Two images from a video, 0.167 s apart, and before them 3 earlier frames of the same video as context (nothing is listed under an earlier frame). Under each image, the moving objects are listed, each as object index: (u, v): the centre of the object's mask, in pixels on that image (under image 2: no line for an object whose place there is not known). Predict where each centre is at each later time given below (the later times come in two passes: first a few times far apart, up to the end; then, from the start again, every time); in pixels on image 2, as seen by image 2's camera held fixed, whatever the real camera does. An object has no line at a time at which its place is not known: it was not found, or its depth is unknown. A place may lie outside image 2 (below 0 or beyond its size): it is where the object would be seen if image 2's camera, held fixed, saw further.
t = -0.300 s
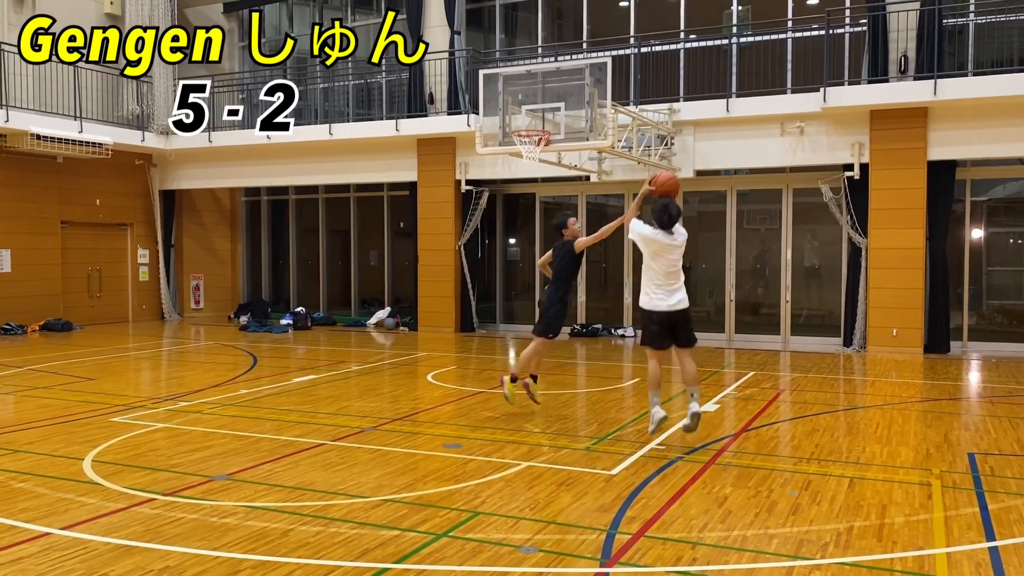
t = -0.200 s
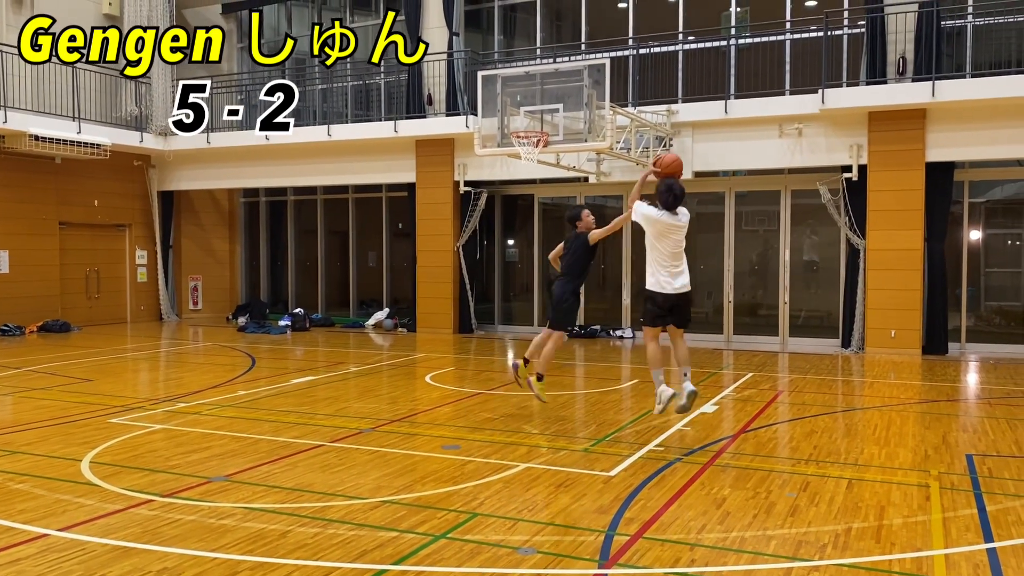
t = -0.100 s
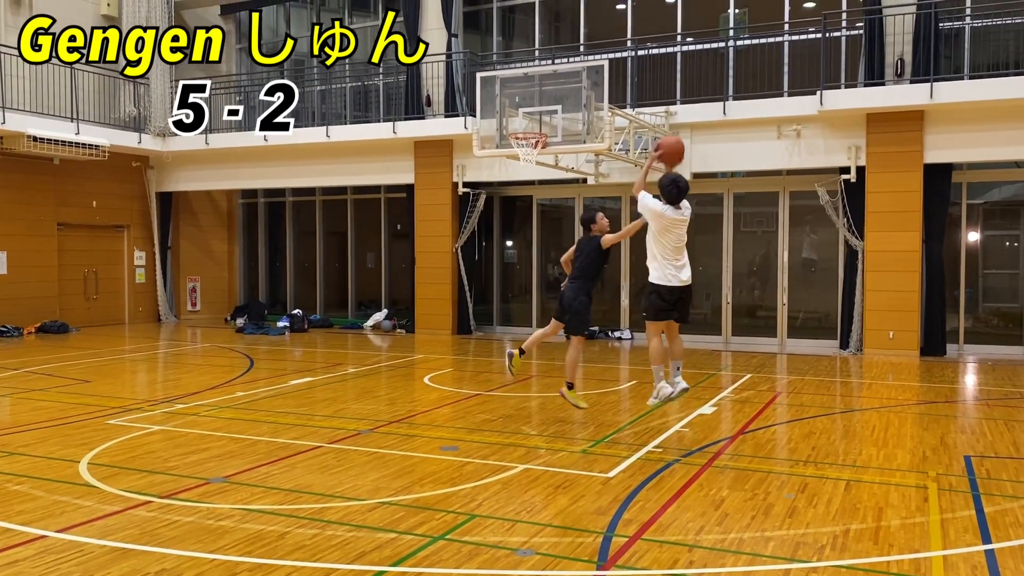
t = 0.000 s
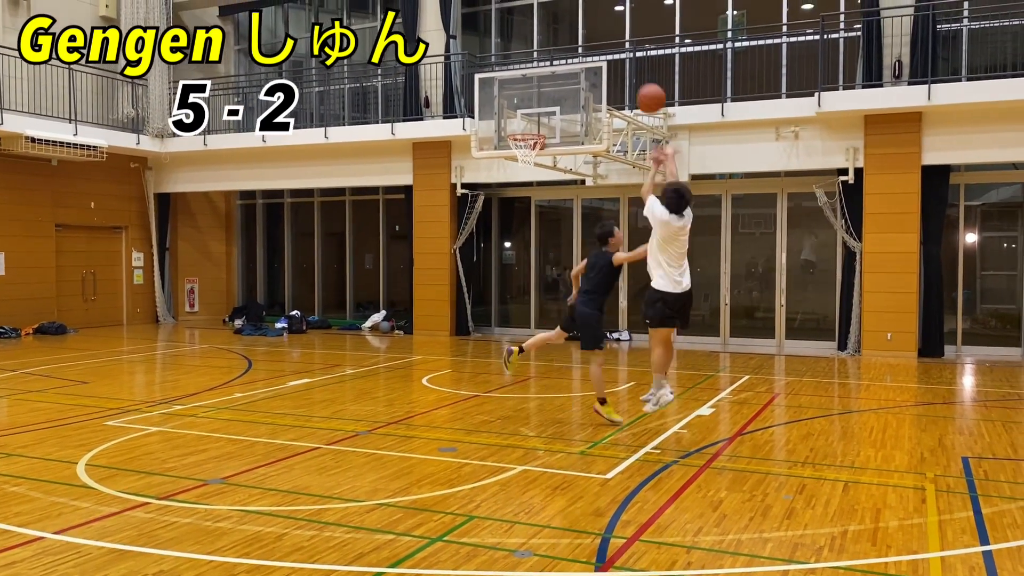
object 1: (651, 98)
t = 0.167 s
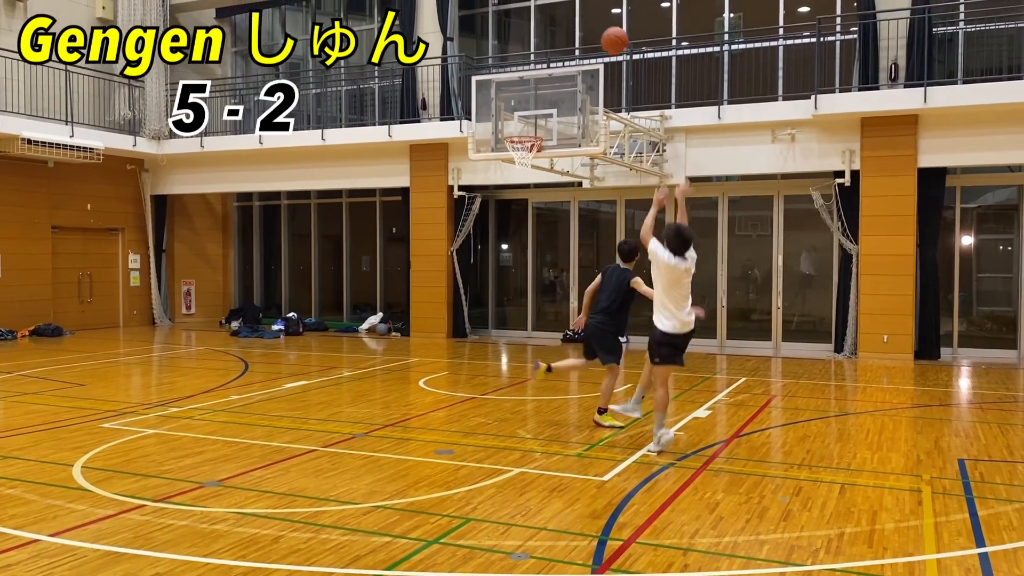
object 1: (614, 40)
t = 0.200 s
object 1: (608, 33)
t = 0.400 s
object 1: (577, 17)
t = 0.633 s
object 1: (548, 47)
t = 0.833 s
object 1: (526, 103)
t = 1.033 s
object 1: (519, 161)
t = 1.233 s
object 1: (528, 200)
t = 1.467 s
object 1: (539, 283)
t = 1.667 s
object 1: (549, 364)
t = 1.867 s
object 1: (568, 294)
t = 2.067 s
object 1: (588, 254)
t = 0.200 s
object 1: (608, 33)
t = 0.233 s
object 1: (603, 27)
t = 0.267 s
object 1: (598, 23)
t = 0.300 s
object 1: (593, 20)
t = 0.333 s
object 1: (587, 18)
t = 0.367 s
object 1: (582, 17)
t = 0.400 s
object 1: (577, 17)
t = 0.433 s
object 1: (573, 19)
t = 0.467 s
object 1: (569, 21)
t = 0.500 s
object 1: (564, 25)
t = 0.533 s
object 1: (560, 29)
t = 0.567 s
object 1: (556, 34)
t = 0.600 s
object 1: (552, 40)
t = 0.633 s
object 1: (548, 47)
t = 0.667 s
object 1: (544, 55)
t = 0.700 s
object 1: (541, 63)
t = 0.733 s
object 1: (537, 73)
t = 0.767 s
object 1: (533, 83)
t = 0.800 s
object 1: (530, 93)
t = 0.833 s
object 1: (526, 103)
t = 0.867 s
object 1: (523, 115)
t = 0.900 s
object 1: (520, 128)
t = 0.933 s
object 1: (517, 141)
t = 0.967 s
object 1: (516, 150)
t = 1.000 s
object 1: (518, 161)
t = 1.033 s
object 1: (519, 161)
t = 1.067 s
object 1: (520, 166)
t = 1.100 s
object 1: (522, 171)
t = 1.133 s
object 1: (523, 177)
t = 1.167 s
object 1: (524, 184)
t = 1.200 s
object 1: (526, 192)
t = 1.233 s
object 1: (528, 200)
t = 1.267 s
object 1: (530, 210)
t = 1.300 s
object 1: (531, 220)
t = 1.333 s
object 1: (533, 231)
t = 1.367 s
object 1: (535, 243)
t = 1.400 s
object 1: (536, 256)
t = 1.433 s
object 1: (538, 269)
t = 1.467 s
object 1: (539, 283)
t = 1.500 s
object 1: (541, 299)
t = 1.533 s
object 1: (542, 315)
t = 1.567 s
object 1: (544, 331)
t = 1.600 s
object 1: (545, 350)
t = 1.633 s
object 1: (547, 368)
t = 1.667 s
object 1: (549, 364)
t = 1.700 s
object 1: (552, 351)
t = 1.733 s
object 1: (555, 337)
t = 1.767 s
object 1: (558, 325)
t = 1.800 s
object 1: (561, 314)
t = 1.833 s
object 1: (565, 304)
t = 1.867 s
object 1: (568, 294)
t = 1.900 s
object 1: (571, 285)
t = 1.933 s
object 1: (575, 277)
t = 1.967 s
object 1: (578, 270)
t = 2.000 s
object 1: (582, 264)
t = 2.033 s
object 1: (584, 258)
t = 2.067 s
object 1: (588, 254)
